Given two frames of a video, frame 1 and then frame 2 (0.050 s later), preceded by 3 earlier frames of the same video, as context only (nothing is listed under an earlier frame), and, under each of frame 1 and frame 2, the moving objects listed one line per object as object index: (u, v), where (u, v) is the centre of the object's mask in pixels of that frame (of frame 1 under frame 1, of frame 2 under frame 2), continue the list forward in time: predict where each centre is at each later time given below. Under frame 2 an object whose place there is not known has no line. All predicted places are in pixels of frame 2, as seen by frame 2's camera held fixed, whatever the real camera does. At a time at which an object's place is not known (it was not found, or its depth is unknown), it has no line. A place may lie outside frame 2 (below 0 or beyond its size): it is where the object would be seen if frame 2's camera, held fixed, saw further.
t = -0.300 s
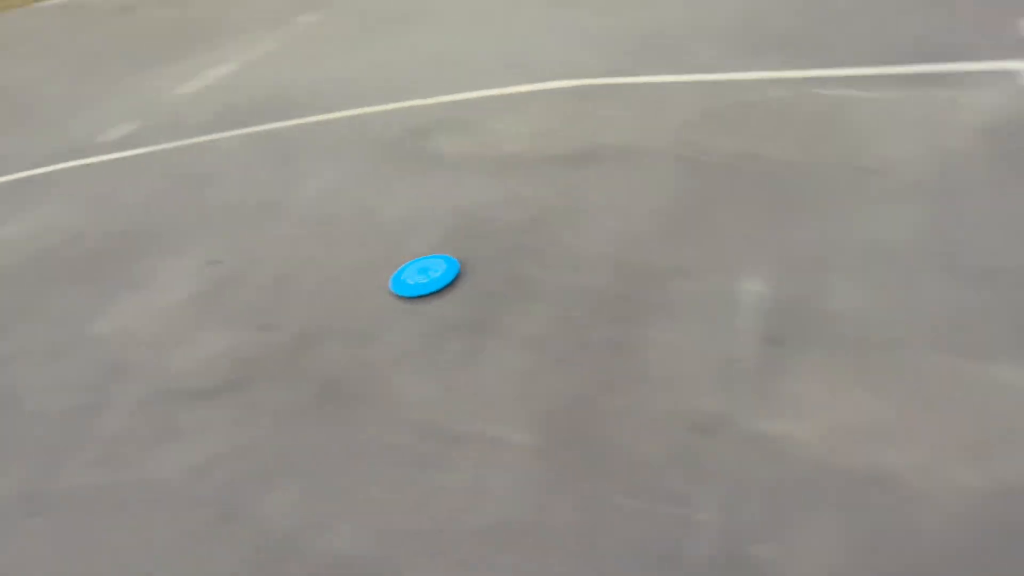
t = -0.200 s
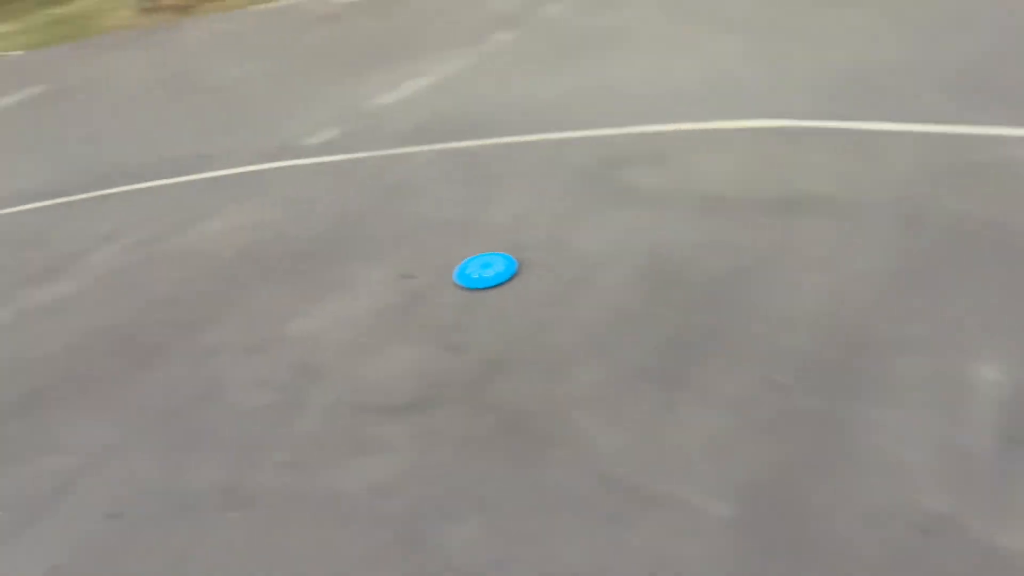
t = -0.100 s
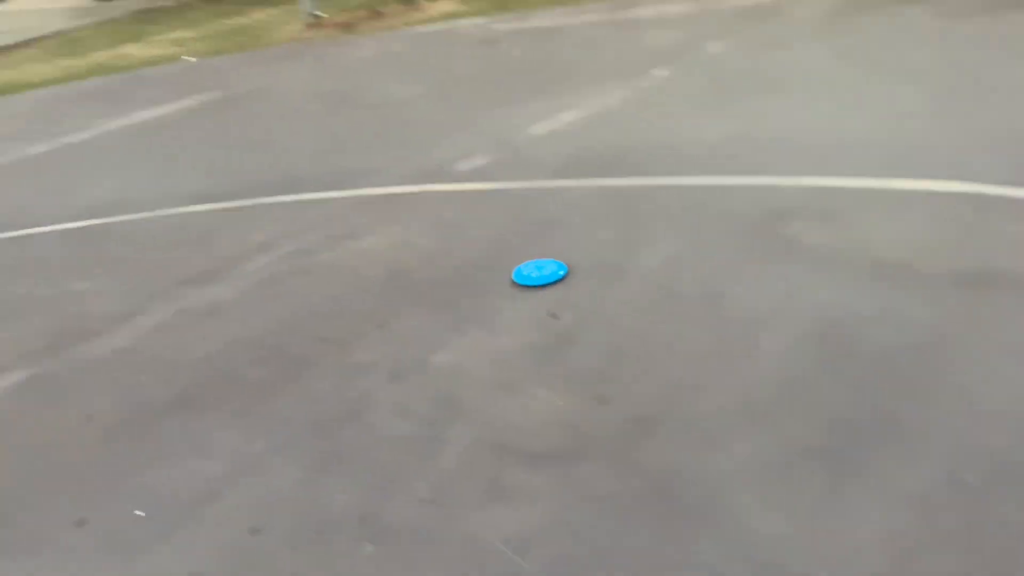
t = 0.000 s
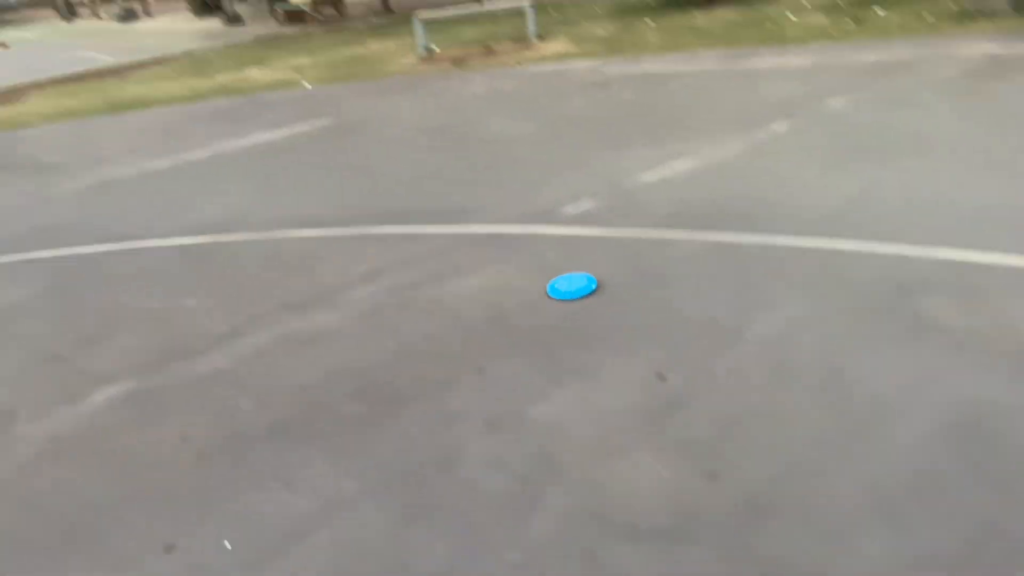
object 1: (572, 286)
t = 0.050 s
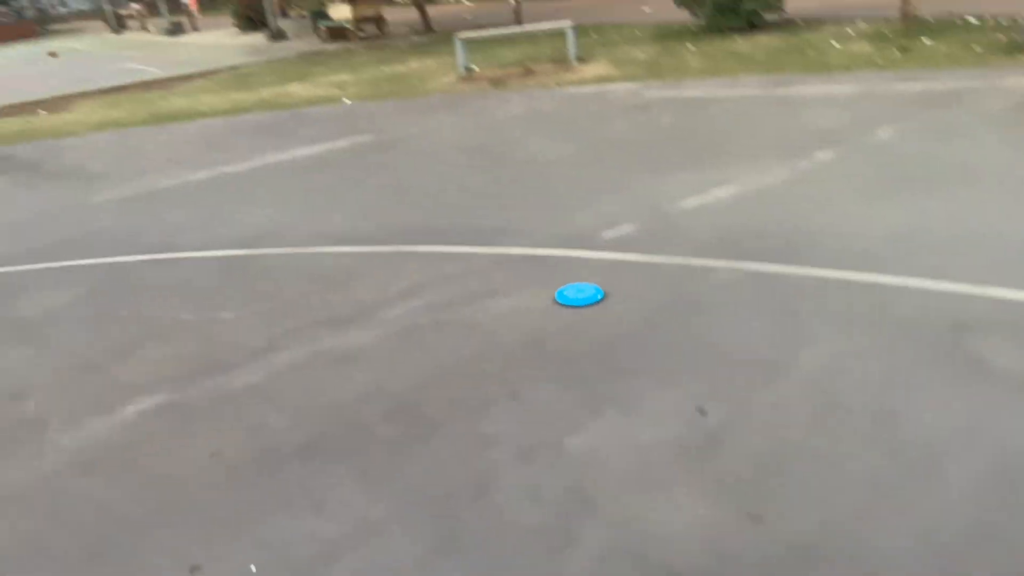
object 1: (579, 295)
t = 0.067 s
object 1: (570, 289)
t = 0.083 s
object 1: (562, 284)
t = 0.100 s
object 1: (554, 278)
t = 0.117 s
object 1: (547, 274)
